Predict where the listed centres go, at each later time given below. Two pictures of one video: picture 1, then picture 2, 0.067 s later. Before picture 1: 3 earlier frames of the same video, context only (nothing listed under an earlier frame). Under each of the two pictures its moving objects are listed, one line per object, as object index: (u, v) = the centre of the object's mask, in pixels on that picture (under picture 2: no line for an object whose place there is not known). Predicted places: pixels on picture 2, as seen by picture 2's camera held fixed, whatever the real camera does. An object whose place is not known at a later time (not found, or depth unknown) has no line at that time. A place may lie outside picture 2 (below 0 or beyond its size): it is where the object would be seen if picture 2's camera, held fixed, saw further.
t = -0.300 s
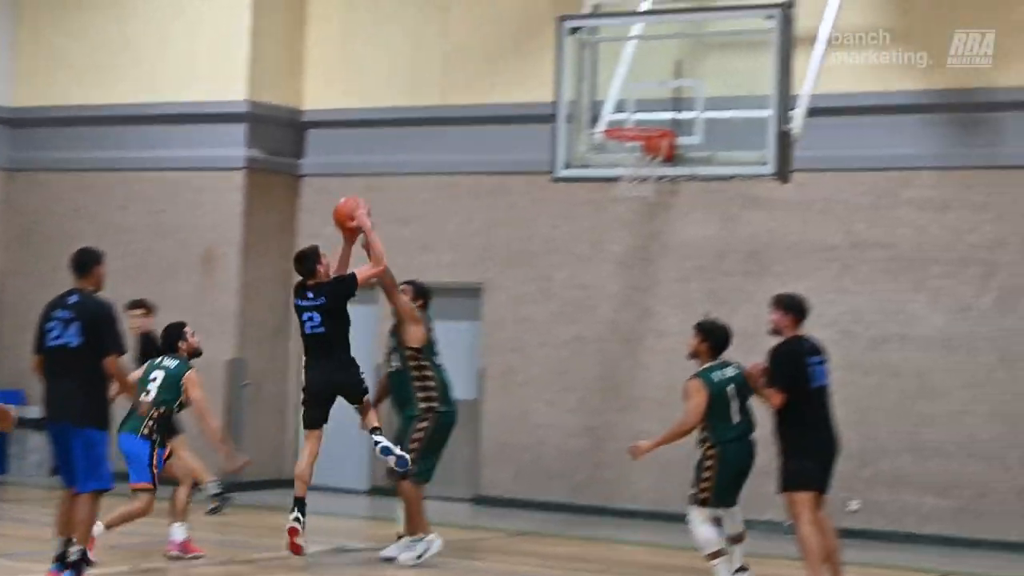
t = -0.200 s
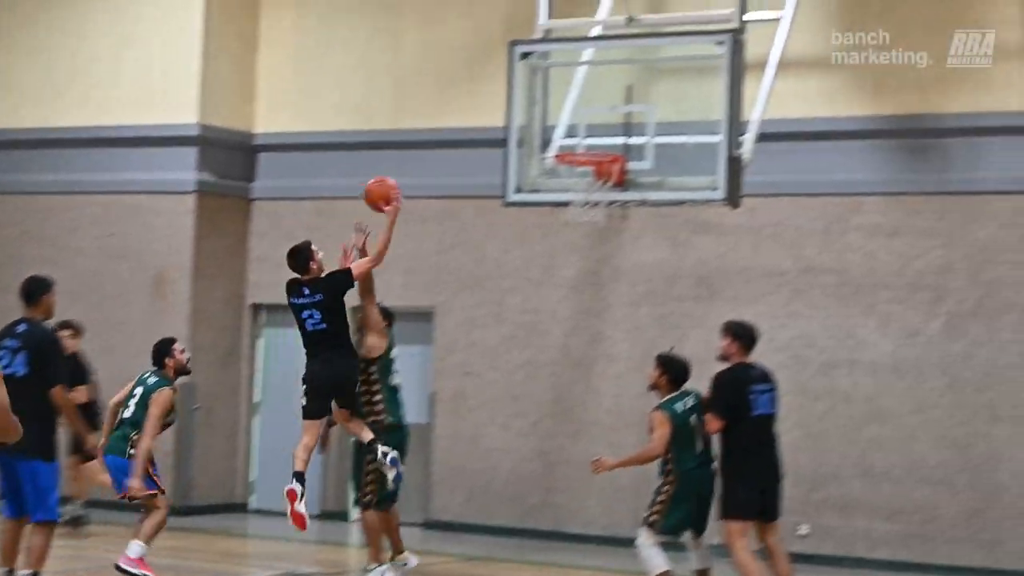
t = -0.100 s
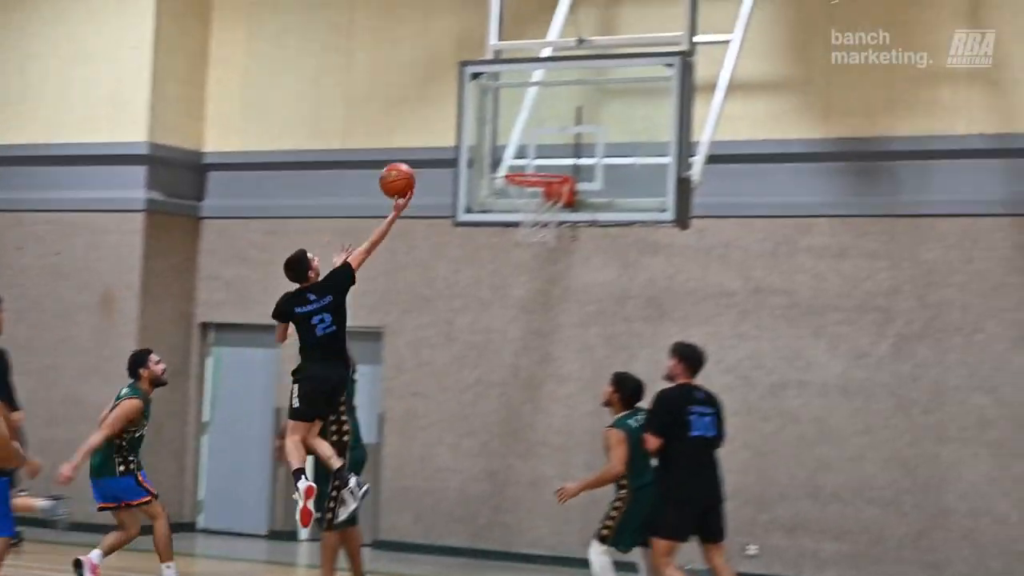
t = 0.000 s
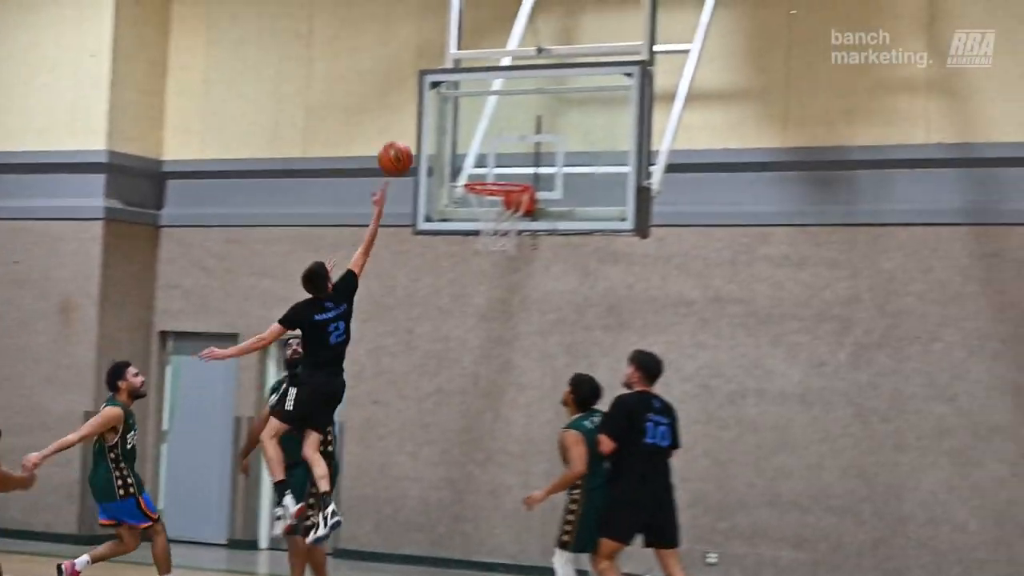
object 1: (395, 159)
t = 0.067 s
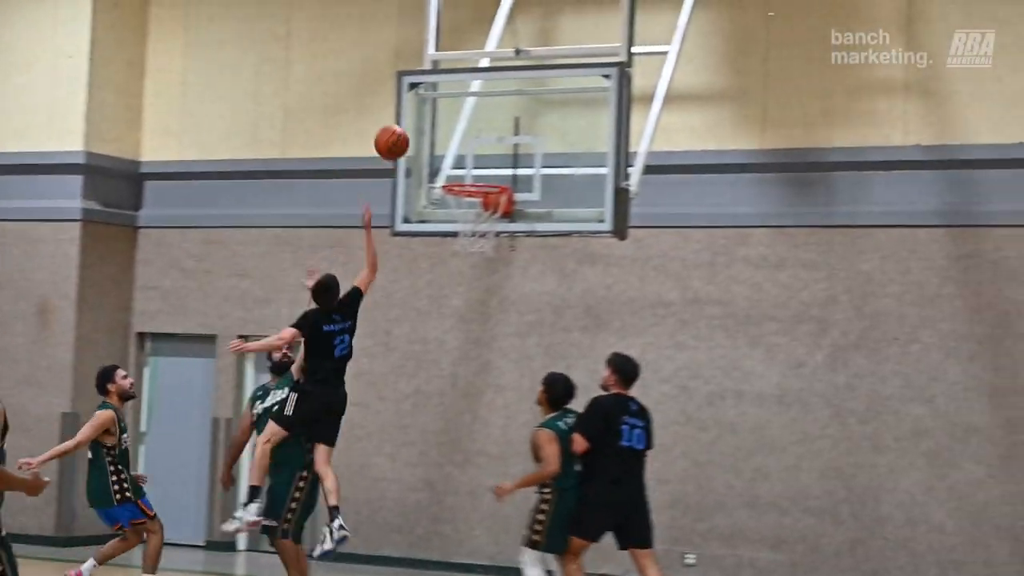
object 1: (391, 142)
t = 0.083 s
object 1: (396, 140)
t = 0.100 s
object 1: (402, 136)
